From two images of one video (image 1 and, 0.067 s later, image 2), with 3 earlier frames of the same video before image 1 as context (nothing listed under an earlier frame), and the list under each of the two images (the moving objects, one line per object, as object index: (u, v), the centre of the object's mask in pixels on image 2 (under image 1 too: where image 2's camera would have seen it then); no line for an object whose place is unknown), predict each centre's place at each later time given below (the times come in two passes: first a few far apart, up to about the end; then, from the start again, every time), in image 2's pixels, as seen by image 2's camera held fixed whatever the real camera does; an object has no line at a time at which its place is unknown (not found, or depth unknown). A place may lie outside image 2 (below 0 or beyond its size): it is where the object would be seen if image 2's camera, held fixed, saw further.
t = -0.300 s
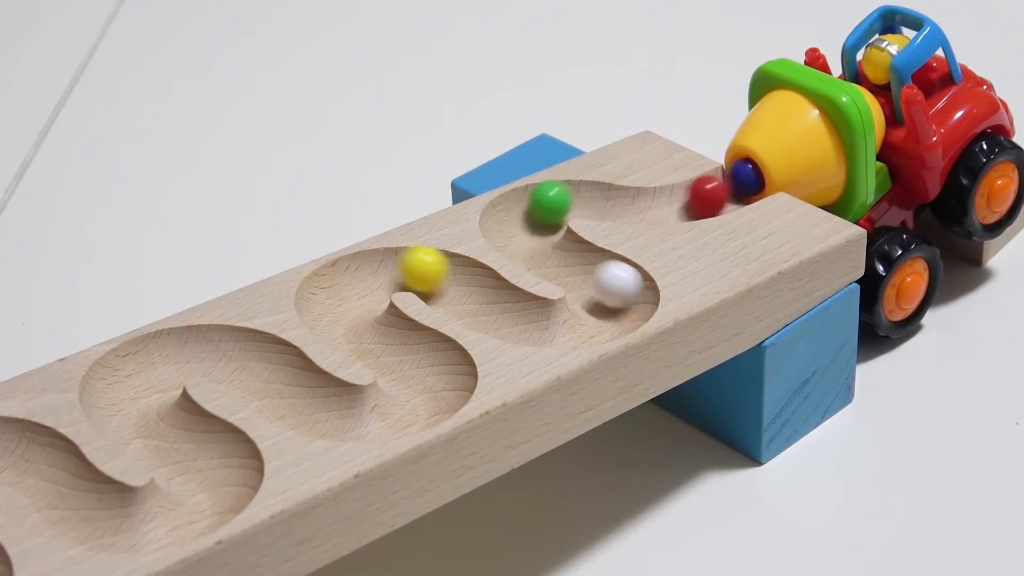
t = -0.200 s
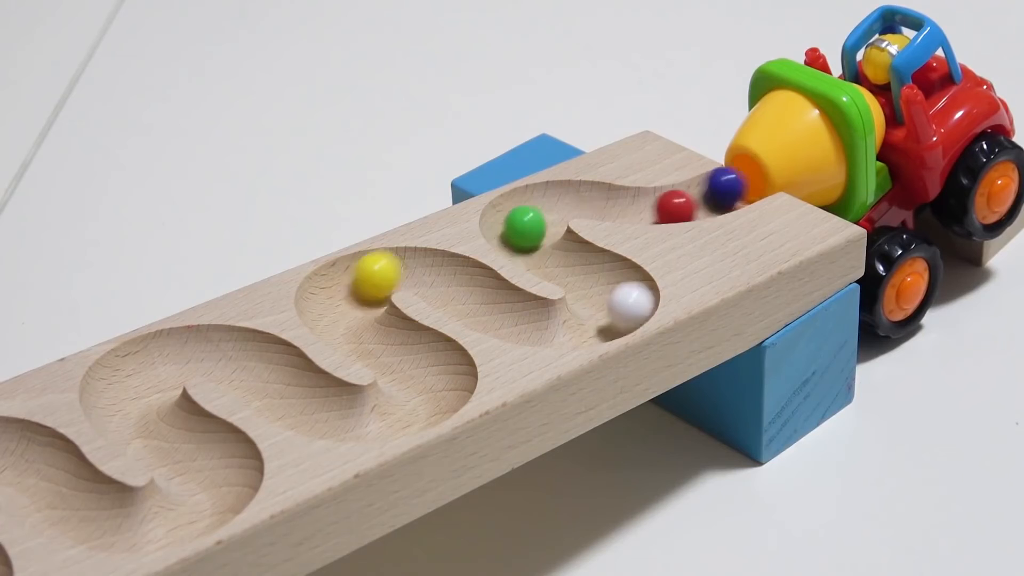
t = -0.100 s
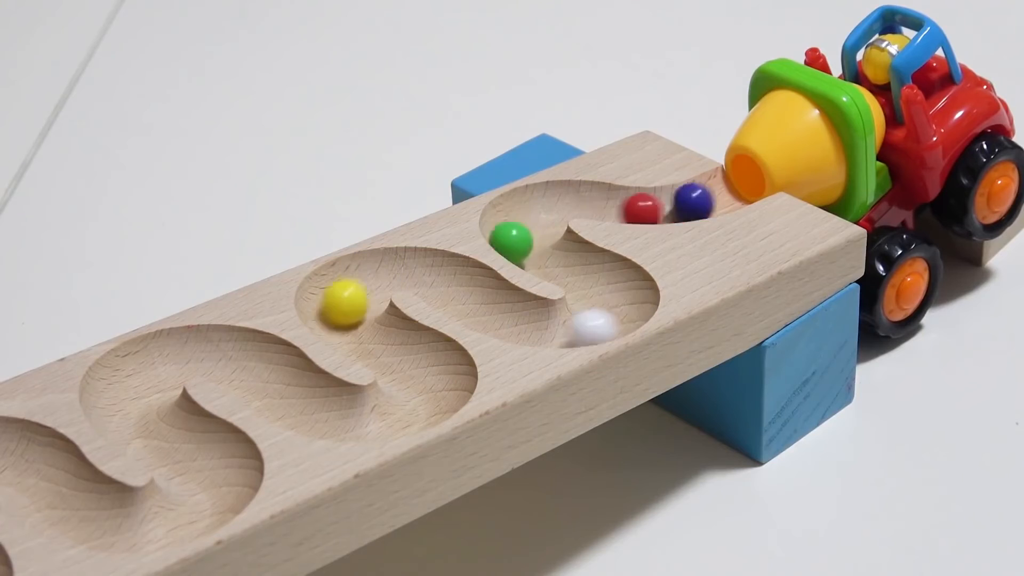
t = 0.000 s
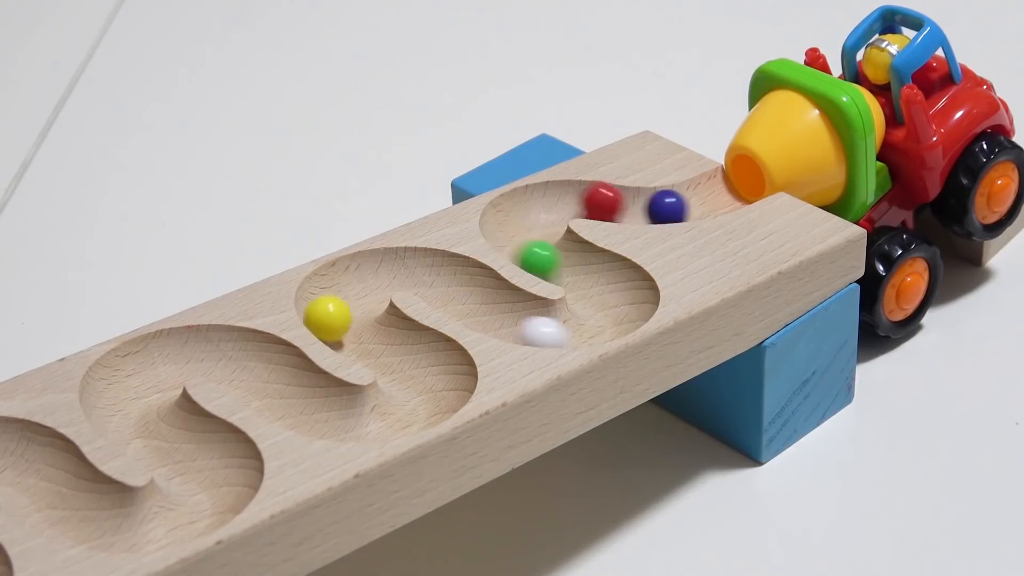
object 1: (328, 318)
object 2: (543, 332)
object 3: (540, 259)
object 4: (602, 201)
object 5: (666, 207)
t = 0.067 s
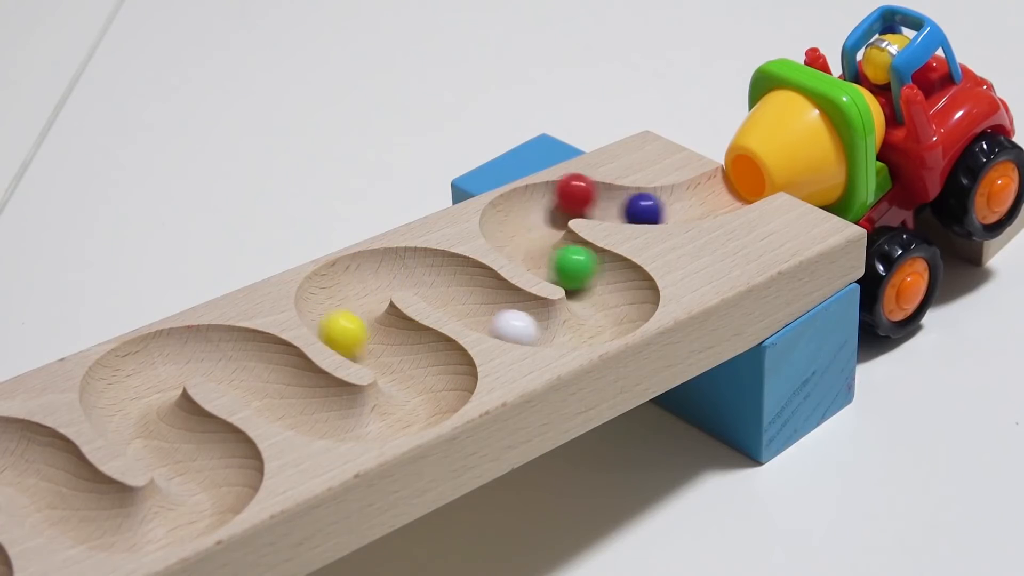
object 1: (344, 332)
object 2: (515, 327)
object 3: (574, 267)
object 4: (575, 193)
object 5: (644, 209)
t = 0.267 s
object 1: (439, 366)
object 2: (461, 283)
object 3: (627, 308)
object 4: (517, 237)
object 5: (564, 200)
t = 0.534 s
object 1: (356, 424)
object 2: (345, 298)
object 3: (518, 329)
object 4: (595, 273)
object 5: (518, 246)
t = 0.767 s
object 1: (279, 384)
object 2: (374, 343)
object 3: (452, 284)
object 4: (603, 325)
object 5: (619, 287)
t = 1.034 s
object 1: (172, 364)
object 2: (434, 400)
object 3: (343, 303)
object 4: (493, 317)
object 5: (551, 333)
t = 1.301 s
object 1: (133, 422)
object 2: (308, 415)
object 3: (398, 345)
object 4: (388, 269)
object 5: (469, 289)
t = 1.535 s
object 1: (218, 479)
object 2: (229, 351)
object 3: (431, 406)
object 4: (330, 320)
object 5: (363, 287)
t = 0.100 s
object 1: (362, 340)
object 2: (504, 324)
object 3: (589, 270)
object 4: (562, 195)
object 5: (630, 207)
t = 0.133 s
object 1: (381, 343)
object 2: (497, 319)
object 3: (604, 276)
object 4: (550, 203)
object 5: (616, 203)
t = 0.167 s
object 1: (399, 346)
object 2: (490, 311)
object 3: (616, 283)
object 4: (538, 215)
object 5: (604, 197)
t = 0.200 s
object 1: (414, 349)
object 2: (483, 300)
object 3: (624, 291)
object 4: (530, 222)
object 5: (591, 194)
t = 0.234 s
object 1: (428, 356)
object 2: (474, 291)
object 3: (628, 300)
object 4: (522, 230)
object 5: (577, 195)
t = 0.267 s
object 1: (439, 366)
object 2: (461, 283)
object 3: (627, 308)
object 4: (517, 237)
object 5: (564, 200)
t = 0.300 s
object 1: (444, 376)
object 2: (447, 277)
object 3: (621, 316)
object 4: (514, 240)
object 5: (550, 206)
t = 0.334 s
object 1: (444, 387)
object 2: (431, 271)
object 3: (610, 323)
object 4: (513, 242)
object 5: (539, 215)
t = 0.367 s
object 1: (439, 397)
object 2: (414, 267)
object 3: (595, 328)
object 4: (518, 246)
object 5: (531, 218)
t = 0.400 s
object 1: (429, 406)
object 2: (396, 269)
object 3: (579, 331)
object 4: (526, 252)
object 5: (520, 222)
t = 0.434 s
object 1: (412, 414)
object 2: (380, 272)
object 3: (562, 333)
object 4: (544, 261)
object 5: (512, 234)
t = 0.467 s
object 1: (395, 419)
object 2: (367, 280)
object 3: (547, 333)
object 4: (561, 266)
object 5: (509, 237)
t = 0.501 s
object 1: (376, 423)
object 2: (355, 289)
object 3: (532, 332)
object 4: (577, 269)
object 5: (511, 240)
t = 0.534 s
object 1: (356, 424)
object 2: (345, 298)
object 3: (518, 329)
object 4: (595, 273)
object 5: (518, 246)
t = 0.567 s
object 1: (339, 423)
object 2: (337, 306)
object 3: (508, 326)
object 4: (609, 278)
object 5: (530, 254)
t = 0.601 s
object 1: (323, 421)
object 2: (331, 312)
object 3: (500, 322)
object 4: (621, 284)
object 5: (547, 260)
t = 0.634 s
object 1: (309, 417)
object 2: (330, 317)
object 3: (493, 315)
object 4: (628, 292)
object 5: (564, 264)
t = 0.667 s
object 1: (299, 412)
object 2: (333, 323)
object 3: (486, 306)
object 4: (630, 301)
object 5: (580, 268)
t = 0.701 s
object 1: (292, 406)
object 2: (342, 330)
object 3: (477, 297)
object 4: (626, 311)
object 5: (595, 273)
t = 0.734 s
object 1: (286, 397)
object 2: (356, 338)
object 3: (466, 290)
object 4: (616, 318)
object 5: (607, 279)
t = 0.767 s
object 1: (279, 384)
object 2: (374, 343)
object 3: (452, 284)
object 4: (603, 325)
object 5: (619, 287)
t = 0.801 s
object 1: (271, 374)
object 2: (392, 346)
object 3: (437, 277)
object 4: (587, 330)
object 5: (628, 297)
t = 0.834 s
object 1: (261, 365)
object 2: (408, 351)
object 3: (420, 272)
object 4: (570, 333)
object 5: (631, 304)
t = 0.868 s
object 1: (249, 356)
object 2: (423, 356)
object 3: (404, 268)
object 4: (553, 334)
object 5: (629, 309)
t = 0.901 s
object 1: (235, 348)
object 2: (436, 363)
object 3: (388, 270)
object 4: (538, 332)
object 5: (620, 317)
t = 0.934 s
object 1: (219, 344)
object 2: (444, 370)
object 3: (374, 277)
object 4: (524, 330)
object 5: (606, 324)
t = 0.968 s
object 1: (202, 348)
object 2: (447, 380)
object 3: (361, 287)
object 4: (512, 328)
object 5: (587, 330)
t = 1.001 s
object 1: (188, 355)
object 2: (443, 391)
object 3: (352, 295)
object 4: (502, 323)
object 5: (568, 332)
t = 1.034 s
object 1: (172, 364)
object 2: (434, 400)
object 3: (343, 303)
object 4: (493, 317)
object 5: (551, 333)
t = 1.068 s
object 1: (158, 374)
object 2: (419, 409)
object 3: (336, 311)
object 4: (485, 308)
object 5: (535, 332)
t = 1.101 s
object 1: (144, 383)
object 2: (401, 415)
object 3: (330, 316)
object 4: (475, 298)
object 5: (521, 330)
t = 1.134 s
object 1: (131, 389)
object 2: (382, 421)
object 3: (330, 319)
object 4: (464, 290)
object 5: (510, 326)
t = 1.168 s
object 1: (119, 394)
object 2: (364, 424)
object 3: (334, 325)
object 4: (450, 281)
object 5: (500, 323)
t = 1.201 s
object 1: (112, 398)
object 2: (347, 424)
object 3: (345, 333)
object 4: (436, 274)
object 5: (493, 318)
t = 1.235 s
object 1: (112, 404)
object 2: (331, 421)
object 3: (362, 340)
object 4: (420, 266)
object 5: (486, 310)
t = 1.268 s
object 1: (119, 413)
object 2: (318, 419)
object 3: (380, 343)
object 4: (403, 265)
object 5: (478, 298)
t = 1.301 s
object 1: (133, 422)
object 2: (308, 415)
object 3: (398, 345)
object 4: (388, 269)
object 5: (469, 289)
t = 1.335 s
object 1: (152, 427)
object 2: (300, 408)
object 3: (414, 350)
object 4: (373, 280)
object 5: (457, 281)
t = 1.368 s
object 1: (169, 429)
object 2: (292, 397)
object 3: (426, 358)
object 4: (361, 289)
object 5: (442, 274)
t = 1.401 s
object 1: (184, 432)
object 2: (284, 385)
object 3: (436, 367)
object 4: (351, 297)
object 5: (425, 266)
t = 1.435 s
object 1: (197, 440)
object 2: (274, 375)
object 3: (443, 376)
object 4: (342, 306)
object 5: (407, 264)
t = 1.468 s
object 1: (208, 452)
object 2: (260, 367)
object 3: (444, 386)
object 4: (334, 313)
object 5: (392, 268)
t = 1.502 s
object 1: (215, 465)
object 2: (246, 358)
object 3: (440, 396)
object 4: (329, 317)
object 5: (376, 277)
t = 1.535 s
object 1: (218, 479)
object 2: (229, 351)
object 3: (431, 406)
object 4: (330, 320)
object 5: (363, 287)
